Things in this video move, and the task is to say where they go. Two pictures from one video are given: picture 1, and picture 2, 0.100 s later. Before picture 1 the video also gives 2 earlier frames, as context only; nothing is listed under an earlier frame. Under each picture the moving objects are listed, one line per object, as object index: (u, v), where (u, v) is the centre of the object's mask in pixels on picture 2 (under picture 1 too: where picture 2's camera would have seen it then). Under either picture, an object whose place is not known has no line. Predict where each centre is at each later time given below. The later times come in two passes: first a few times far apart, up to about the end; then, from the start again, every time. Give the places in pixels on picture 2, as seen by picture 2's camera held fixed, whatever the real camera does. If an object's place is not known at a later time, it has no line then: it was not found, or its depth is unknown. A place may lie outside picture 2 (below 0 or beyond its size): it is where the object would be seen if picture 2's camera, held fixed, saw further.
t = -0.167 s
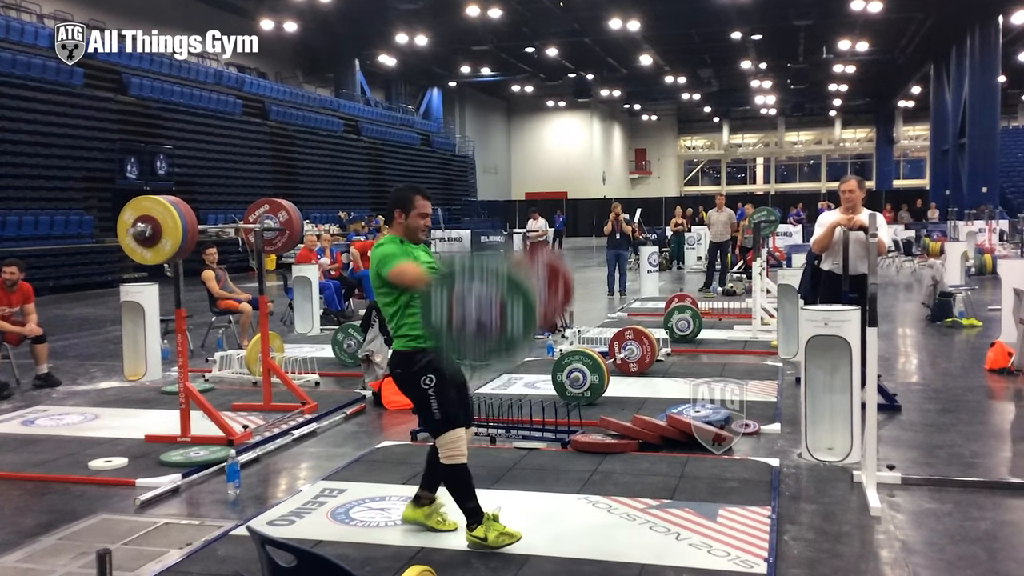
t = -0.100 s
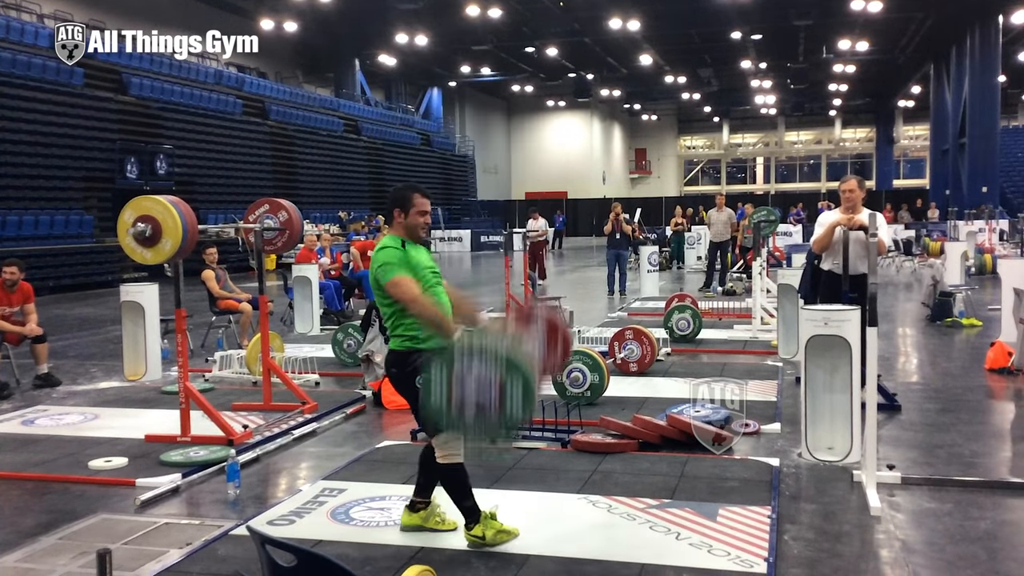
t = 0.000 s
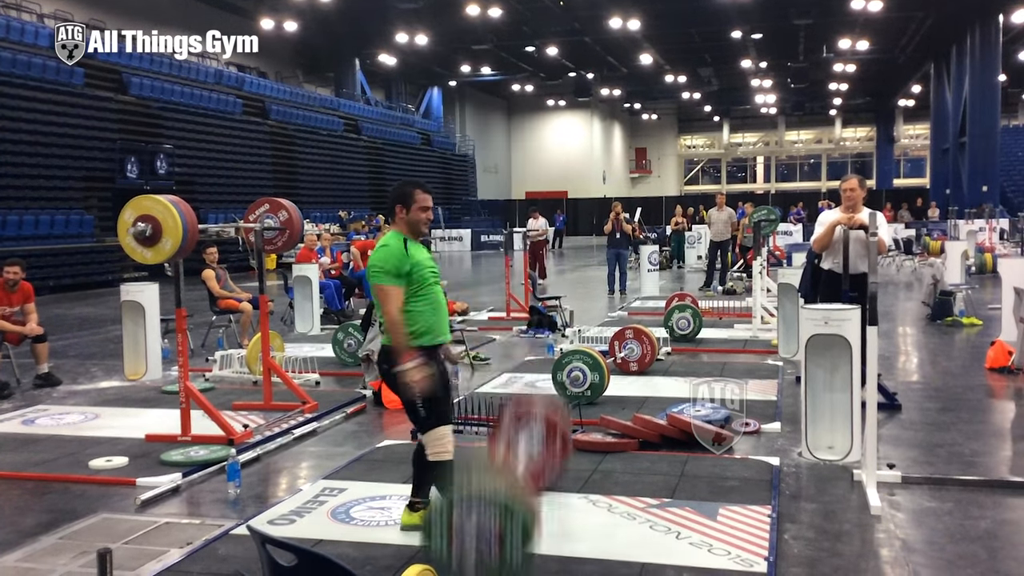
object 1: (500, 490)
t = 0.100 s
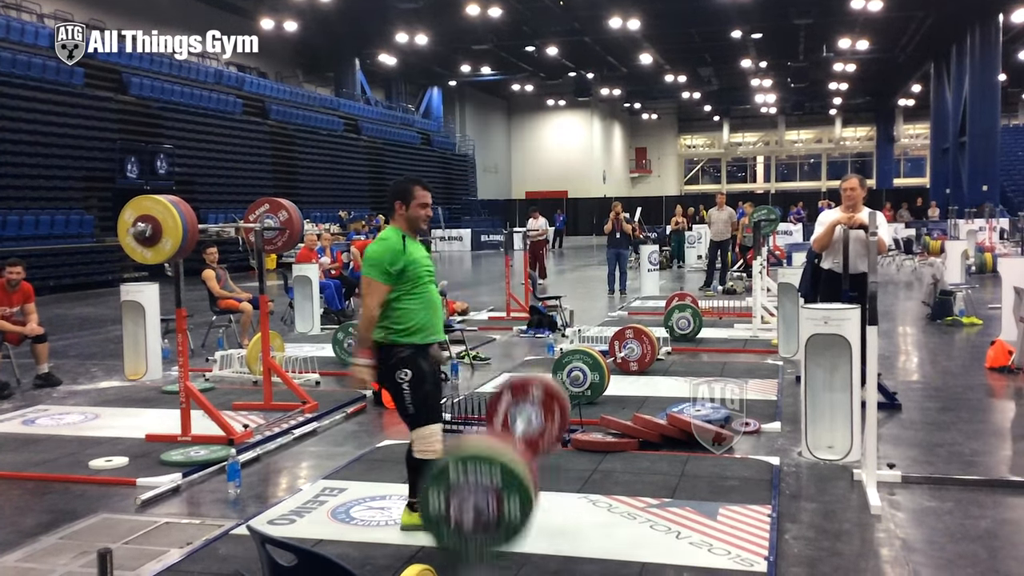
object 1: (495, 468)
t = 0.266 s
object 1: (489, 406)
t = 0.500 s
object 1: (486, 418)
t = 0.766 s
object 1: (485, 485)
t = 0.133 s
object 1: (494, 449)
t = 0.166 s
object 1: (494, 434)
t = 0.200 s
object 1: (491, 423)
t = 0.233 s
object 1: (490, 412)
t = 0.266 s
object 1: (489, 406)
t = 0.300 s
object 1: (488, 401)
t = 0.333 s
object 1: (487, 399)
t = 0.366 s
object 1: (487, 398)
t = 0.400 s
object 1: (486, 400)
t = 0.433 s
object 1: (486, 404)
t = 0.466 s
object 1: (486, 409)
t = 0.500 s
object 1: (486, 418)
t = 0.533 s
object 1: (486, 430)
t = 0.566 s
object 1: (486, 446)
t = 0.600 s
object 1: (485, 461)
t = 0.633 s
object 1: (486, 480)
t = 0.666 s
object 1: (488, 492)
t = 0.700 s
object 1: (491, 493)
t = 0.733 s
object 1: (488, 490)
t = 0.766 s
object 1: (485, 485)
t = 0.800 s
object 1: (485, 478)
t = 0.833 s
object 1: (484, 475)
